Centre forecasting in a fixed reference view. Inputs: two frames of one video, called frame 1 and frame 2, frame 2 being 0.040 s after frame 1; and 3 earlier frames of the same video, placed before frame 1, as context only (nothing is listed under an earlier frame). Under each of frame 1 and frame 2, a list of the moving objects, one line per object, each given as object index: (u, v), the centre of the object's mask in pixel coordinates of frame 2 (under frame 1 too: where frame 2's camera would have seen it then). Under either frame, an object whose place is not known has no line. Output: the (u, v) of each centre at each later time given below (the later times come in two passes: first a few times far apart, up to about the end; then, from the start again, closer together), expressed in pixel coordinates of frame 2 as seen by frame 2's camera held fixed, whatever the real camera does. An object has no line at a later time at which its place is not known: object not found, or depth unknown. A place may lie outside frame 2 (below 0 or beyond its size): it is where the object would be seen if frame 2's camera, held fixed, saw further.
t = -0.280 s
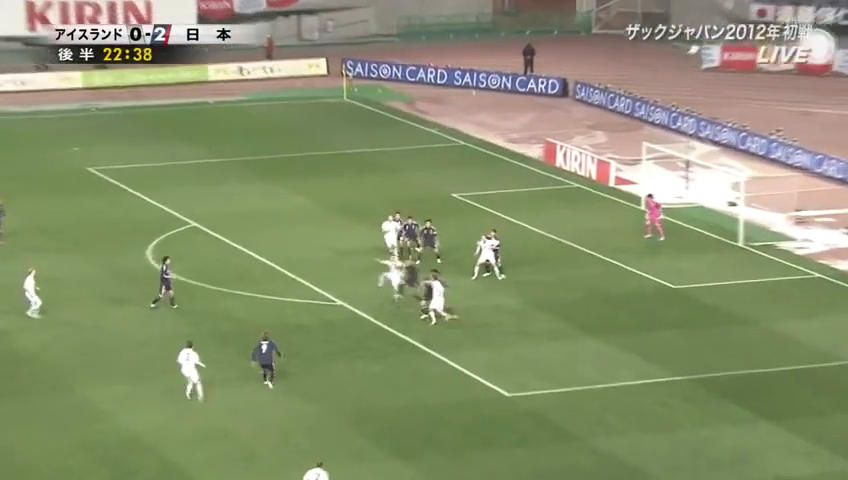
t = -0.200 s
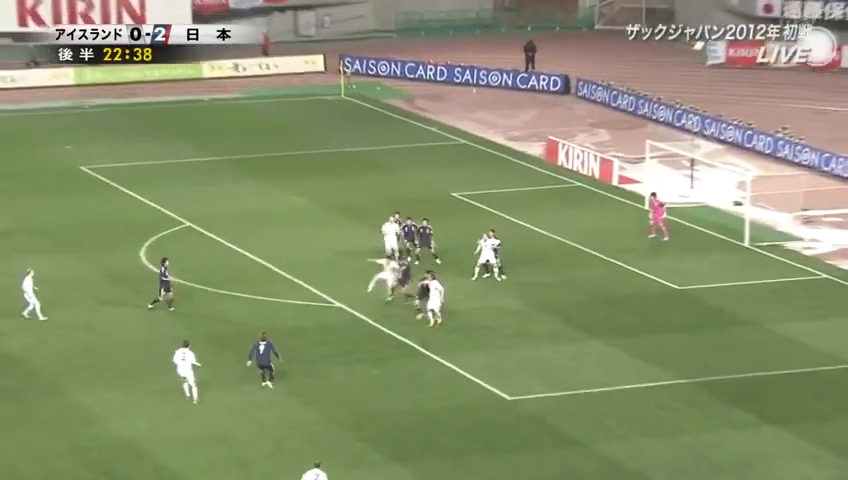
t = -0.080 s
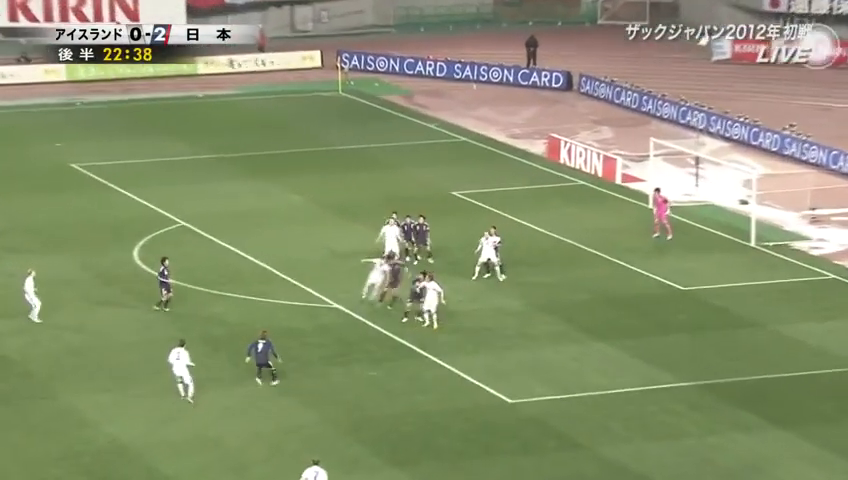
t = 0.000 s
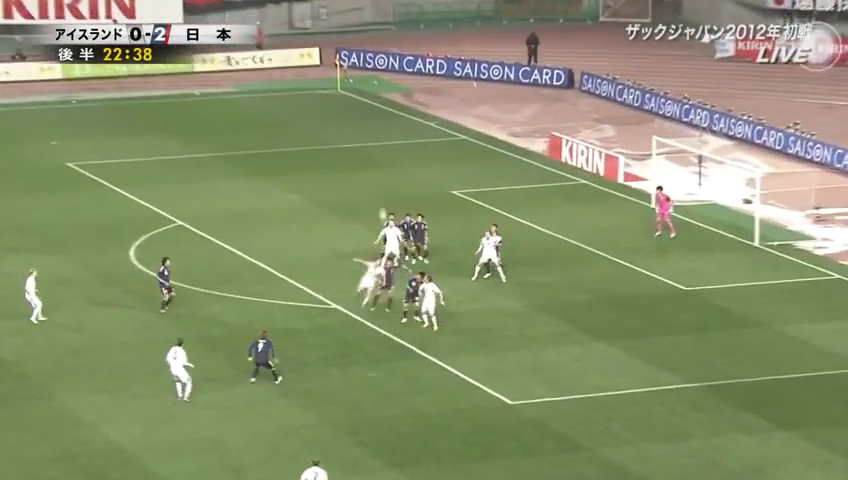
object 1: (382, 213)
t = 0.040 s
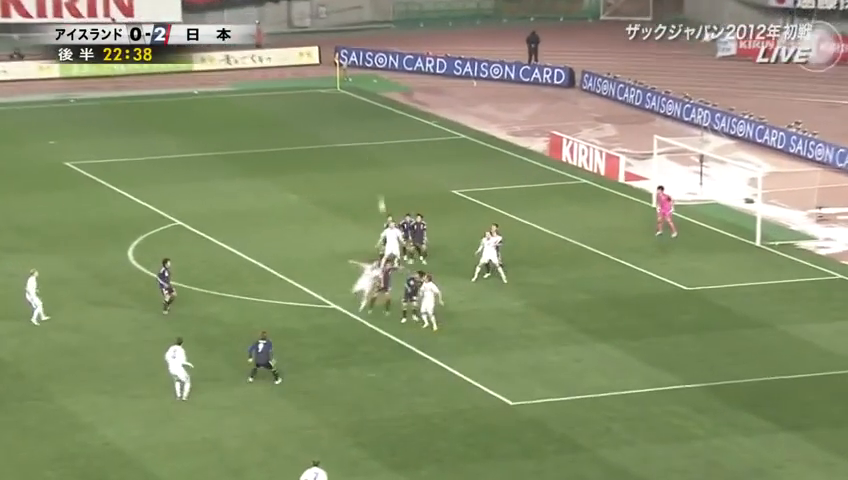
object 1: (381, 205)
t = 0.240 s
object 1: (376, 167)
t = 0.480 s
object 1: (371, 141)
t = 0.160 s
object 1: (378, 179)
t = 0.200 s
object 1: (377, 173)
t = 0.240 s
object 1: (376, 167)
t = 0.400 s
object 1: (373, 147)
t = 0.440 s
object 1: (372, 144)
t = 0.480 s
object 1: (371, 141)
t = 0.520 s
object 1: (370, 139)
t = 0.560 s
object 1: (370, 138)
